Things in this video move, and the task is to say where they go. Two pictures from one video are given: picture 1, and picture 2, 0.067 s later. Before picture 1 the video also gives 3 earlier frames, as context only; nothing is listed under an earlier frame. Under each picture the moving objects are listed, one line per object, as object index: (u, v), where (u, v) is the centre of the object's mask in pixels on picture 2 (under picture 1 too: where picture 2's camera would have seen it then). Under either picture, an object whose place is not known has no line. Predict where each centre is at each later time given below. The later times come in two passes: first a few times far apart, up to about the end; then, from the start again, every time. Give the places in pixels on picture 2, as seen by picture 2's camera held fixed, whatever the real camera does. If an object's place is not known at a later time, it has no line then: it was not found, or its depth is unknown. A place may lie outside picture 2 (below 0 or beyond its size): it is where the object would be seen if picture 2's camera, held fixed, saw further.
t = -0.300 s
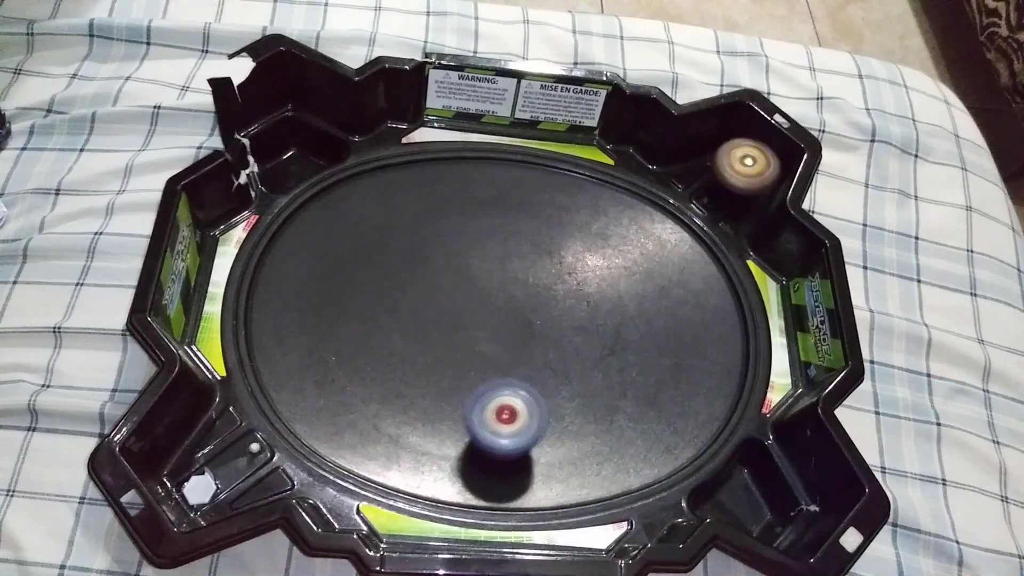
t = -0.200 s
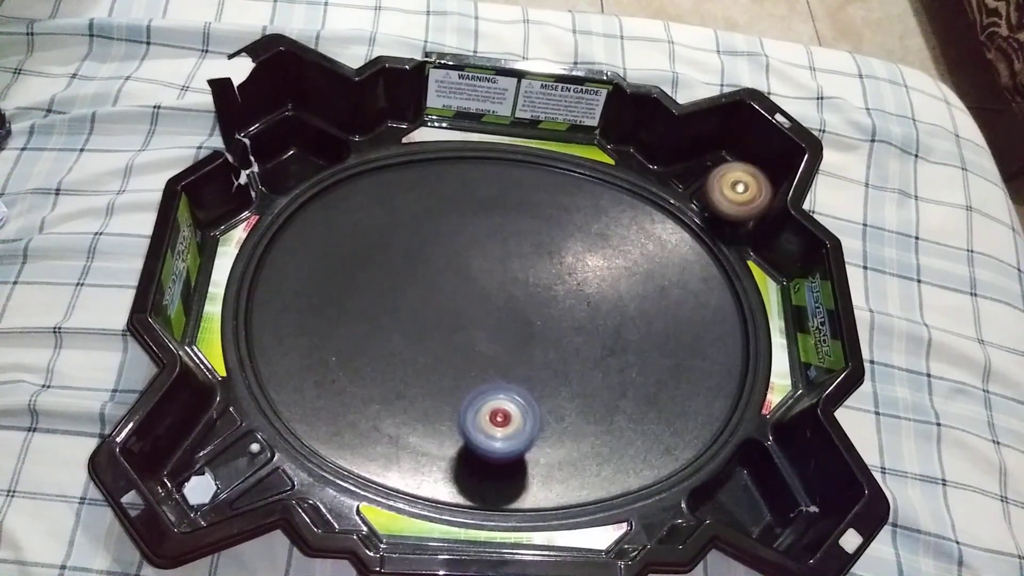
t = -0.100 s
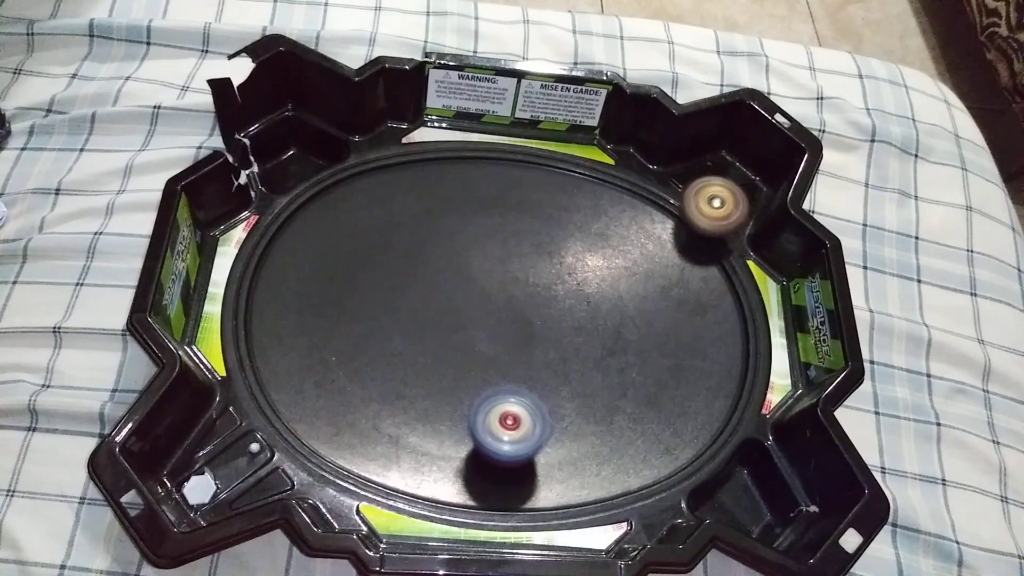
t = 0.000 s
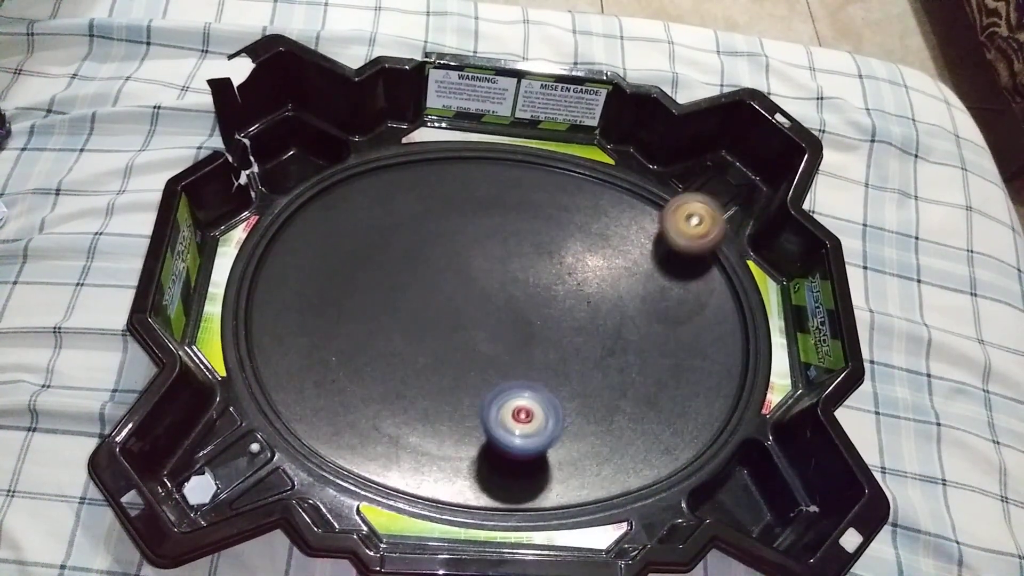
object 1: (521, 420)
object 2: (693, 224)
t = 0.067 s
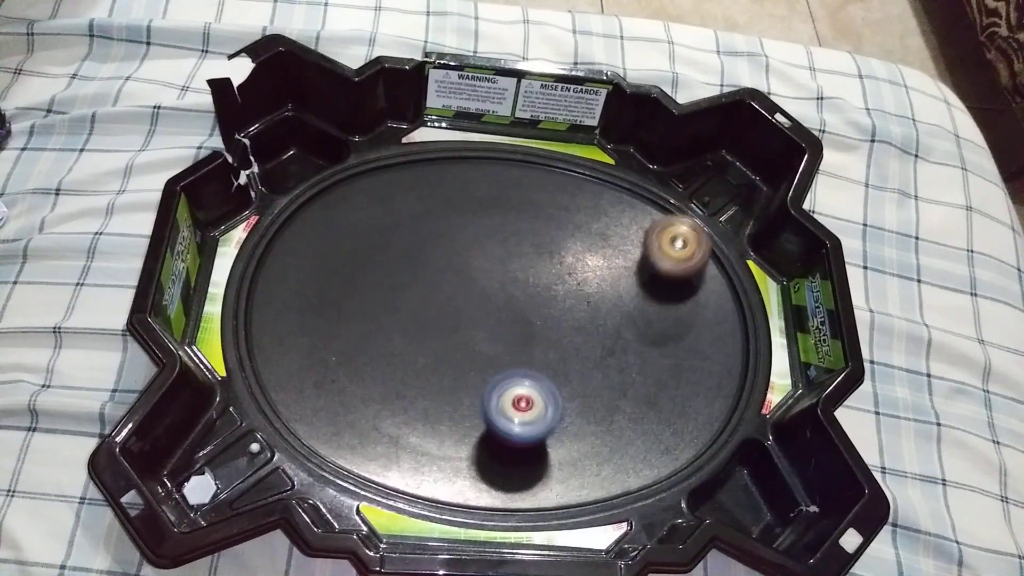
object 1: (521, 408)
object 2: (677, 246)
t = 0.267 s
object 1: (488, 368)
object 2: (623, 333)
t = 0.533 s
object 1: (395, 331)
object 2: (465, 369)
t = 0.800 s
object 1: (226, 247)
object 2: (589, 505)
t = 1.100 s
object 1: (218, 290)
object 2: (581, 515)
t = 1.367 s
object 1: (234, 292)
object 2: (532, 504)
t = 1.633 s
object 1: (352, 382)
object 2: (431, 412)
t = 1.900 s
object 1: (371, 362)
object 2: (603, 368)
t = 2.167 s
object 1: (495, 346)
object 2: (647, 362)
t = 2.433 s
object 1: (535, 281)
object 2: (626, 344)
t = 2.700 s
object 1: (512, 249)
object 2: (582, 301)
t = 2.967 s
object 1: (478, 274)
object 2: (550, 262)
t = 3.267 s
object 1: (480, 322)
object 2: (514, 258)
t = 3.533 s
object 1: (488, 365)
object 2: (458, 278)
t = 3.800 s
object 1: (521, 388)
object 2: (432, 297)
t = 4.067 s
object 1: (538, 372)
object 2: (419, 326)
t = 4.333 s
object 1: (512, 337)
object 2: (418, 349)
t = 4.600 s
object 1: (483, 289)
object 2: (404, 375)
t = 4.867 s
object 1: (459, 274)
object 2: (414, 380)
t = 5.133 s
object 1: (442, 288)
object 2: (447, 373)
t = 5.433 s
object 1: (454, 302)
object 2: (516, 349)
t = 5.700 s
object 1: (476, 308)
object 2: (576, 323)
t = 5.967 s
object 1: (493, 313)
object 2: (590, 318)
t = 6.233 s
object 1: (497, 337)
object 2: (583, 312)
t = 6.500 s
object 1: (509, 357)
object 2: (556, 310)
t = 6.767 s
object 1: (510, 379)
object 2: (505, 304)
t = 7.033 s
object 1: (504, 376)
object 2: (446, 310)
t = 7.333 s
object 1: (485, 348)
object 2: (421, 314)
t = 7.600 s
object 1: (486, 333)
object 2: (408, 320)
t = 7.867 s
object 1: (489, 320)
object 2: (400, 333)
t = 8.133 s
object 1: (498, 321)
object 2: (415, 342)
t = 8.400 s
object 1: (538, 324)
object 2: (436, 350)
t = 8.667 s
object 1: (566, 316)
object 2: (477, 345)
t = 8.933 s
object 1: (583, 299)
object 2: (494, 342)
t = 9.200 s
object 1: (570, 290)
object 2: (500, 345)
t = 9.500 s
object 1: (540, 289)
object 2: (478, 350)
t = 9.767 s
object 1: (534, 320)
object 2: (447, 356)
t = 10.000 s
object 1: (538, 333)
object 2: (434, 354)
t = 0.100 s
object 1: (518, 402)
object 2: (670, 261)
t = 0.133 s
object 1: (514, 395)
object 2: (663, 277)
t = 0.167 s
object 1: (509, 388)
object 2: (655, 293)
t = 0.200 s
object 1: (504, 381)
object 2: (647, 307)
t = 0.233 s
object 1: (497, 375)
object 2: (636, 320)
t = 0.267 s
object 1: (488, 368)
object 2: (623, 333)
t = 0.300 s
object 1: (478, 361)
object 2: (607, 345)
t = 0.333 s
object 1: (467, 355)
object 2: (589, 355)
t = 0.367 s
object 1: (455, 349)
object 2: (569, 363)
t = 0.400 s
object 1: (443, 344)
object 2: (549, 367)
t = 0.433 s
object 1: (431, 339)
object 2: (527, 371)
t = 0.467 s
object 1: (418, 335)
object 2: (506, 372)
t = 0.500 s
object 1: (406, 333)
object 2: (485, 371)
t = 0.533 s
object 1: (395, 331)
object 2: (465, 369)
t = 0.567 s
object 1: (356, 305)
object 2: (485, 397)
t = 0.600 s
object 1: (316, 275)
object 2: (510, 426)
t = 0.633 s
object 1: (282, 250)
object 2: (535, 451)
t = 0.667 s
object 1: (255, 229)
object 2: (555, 473)
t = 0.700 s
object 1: (239, 217)
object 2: (569, 487)
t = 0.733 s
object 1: (232, 221)
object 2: (578, 492)
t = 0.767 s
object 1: (229, 236)
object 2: (585, 498)
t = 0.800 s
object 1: (226, 247)
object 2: (589, 505)
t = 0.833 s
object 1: (222, 260)
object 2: (590, 511)
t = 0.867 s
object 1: (220, 272)
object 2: (589, 517)
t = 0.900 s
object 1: (219, 281)
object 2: (588, 515)
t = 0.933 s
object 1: (220, 292)
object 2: (587, 514)
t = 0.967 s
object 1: (220, 298)
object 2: (587, 515)
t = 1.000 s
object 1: (218, 299)
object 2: (586, 517)
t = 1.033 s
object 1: (218, 298)
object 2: (586, 515)
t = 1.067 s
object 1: (217, 294)
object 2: (583, 515)
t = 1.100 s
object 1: (218, 290)
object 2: (581, 515)
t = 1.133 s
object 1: (218, 286)
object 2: (580, 515)
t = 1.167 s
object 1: (219, 283)
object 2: (574, 515)
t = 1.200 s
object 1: (219, 280)
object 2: (568, 514)
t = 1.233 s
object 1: (221, 278)
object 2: (563, 514)
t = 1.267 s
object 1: (223, 279)
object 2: (557, 513)
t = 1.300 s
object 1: (226, 281)
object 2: (551, 512)
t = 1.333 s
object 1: (231, 286)
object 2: (543, 509)
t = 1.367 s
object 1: (234, 292)
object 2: (532, 504)
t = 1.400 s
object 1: (238, 294)
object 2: (525, 500)
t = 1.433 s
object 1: (245, 301)
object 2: (516, 493)
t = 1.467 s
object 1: (257, 311)
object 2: (504, 486)
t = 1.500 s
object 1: (270, 324)
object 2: (490, 473)
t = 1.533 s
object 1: (287, 339)
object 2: (474, 458)
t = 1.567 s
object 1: (305, 355)
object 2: (458, 443)
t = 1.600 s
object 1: (326, 369)
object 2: (443, 428)
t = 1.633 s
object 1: (352, 382)
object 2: (431, 412)
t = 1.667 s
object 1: (345, 378)
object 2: (463, 408)
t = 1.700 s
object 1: (334, 370)
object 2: (496, 404)
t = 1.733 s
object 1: (330, 362)
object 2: (526, 397)
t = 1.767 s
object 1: (332, 356)
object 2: (549, 390)
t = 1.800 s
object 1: (338, 353)
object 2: (568, 383)
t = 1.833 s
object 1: (347, 354)
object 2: (583, 375)
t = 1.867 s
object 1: (358, 357)
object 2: (594, 372)
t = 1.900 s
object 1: (371, 362)
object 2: (603, 368)
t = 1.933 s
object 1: (386, 367)
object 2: (611, 367)
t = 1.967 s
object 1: (403, 370)
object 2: (619, 366)
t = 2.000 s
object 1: (421, 370)
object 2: (626, 365)
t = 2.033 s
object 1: (438, 369)
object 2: (632, 365)
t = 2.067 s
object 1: (454, 365)
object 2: (637, 364)
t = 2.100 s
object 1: (470, 360)
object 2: (642, 363)
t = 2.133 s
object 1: (484, 353)
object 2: (645, 363)
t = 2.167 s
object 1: (495, 346)
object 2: (647, 362)
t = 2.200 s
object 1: (505, 338)
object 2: (647, 361)
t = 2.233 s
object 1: (512, 328)
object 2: (646, 360)
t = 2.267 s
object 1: (518, 320)
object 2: (644, 360)
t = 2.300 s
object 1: (523, 312)
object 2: (642, 358)
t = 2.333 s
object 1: (529, 304)
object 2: (639, 356)
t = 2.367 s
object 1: (534, 295)
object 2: (635, 352)
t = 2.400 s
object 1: (535, 288)
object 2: (631, 349)
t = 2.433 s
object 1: (535, 281)
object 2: (626, 344)
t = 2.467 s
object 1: (534, 274)
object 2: (620, 339)
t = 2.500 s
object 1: (533, 266)
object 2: (614, 334)
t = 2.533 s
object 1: (531, 261)
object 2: (609, 329)
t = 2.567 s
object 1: (528, 257)
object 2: (603, 323)
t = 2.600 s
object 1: (524, 253)
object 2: (598, 318)
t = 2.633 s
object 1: (521, 251)
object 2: (592, 312)
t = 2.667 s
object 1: (517, 249)
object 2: (587, 306)
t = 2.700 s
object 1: (512, 249)
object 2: (582, 301)
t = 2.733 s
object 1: (508, 249)
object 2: (577, 296)
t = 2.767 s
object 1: (504, 250)
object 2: (572, 289)
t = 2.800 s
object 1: (499, 252)
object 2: (567, 283)
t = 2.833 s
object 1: (493, 255)
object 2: (564, 280)
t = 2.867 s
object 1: (490, 259)
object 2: (559, 274)
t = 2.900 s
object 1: (484, 263)
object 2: (556, 269)
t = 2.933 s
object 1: (481, 268)
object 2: (554, 265)
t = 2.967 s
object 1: (478, 274)
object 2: (550, 262)
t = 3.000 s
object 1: (476, 280)
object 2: (547, 259)
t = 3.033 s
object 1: (475, 289)
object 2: (544, 258)
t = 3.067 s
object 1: (474, 295)
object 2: (540, 257)
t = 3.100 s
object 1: (476, 301)
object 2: (537, 256)
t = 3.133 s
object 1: (477, 305)
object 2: (534, 255)
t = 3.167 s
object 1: (479, 309)
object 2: (530, 255)
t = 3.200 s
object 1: (480, 313)
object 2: (526, 255)
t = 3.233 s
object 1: (481, 318)
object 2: (520, 256)
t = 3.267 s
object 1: (480, 322)
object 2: (514, 258)
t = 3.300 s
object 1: (480, 326)
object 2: (509, 259)
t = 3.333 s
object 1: (478, 331)
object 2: (502, 262)
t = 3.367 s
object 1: (479, 335)
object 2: (496, 264)
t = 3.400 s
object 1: (480, 341)
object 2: (488, 267)
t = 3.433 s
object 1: (481, 347)
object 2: (481, 271)
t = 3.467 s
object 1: (483, 354)
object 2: (472, 274)
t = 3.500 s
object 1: (485, 359)
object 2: (464, 277)
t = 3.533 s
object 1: (488, 365)
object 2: (458, 278)
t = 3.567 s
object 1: (492, 370)
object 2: (454, 280)
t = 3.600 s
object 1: (497, 375)
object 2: (450, 282)
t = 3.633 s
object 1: (501, 379)
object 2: (446, 284)
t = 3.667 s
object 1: (505, 382)
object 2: (443, 286)
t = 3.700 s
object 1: (510, 385)
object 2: (439, 289)
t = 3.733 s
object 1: (514, 387)
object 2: (437, 291)
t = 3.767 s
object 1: (518, 388)
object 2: (434, 294)
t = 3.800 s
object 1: (521, 388)
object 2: (432, 297)
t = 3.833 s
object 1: (524, 388)
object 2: (430, 300)
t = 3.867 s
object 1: (526, 387)
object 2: (427, 303)
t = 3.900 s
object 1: (529, 386)
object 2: (426, 306)
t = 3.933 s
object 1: (532, 384)
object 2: (424, 310)
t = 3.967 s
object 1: (535, 382)
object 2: (422, 313)
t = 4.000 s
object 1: (537, 379)
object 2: (421, 318)
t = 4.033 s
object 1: (538, 376)
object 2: (420, 322)
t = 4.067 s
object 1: (538, 372)
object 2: (419, 326)
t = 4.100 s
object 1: (537, 368)
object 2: (418, 329)
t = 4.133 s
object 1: (535, 363)
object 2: (417, 333)
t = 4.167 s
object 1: (533, 359)
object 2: (417, 336)
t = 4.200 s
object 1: (530, 354)
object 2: (417, 339)
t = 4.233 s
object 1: (526, 350)
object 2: (417, 343)
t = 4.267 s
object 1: (522, 346)
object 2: (417, 345)
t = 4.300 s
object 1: (518, 342)
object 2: (418, 347)
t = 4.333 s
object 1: (512, 337)
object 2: (418, 349)
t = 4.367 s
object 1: (505, 333)
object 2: (419, 351)
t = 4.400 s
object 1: (495, 328)
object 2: (420, 353)
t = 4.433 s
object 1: (486, 323)
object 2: (419, 355)
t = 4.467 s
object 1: (488, 314)
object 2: (409, 361)
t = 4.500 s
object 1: (487, 307)
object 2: (405, 365)
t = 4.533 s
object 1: (486, 300)
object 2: (404, 370)
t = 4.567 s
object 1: (485, 294)
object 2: (404, 373)
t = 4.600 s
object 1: (483, 289)
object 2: (404, 375)
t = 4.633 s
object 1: (481, 285)
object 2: (405, 376)
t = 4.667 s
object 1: (476, 281)
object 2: (405, 377)
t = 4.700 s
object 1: (473, 279)
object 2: (406, 377)
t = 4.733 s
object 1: (470, 276)
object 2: (407, 378)
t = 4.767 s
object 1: (467, 275)
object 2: (408, 379)
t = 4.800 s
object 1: (464, 275)
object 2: (409, 379)
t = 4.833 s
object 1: (461, 273)
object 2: (412, 380)
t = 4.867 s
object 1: (459, 274)
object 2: (414, 380)
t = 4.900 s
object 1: (456, 274)
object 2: (417, 380)
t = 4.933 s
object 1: (454, 274)
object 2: (420, 380)
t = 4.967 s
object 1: (450, 274)
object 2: (424, 379)
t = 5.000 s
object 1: (448, 276)
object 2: (427, 378)
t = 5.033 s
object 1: (446, 278)
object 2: (431, 377)
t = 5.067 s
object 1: (444, 281)
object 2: (436, 376)
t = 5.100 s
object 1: (442, 284)
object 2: (441, 374)
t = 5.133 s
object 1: (442, 288)
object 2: (447, 373)
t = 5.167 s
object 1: (442, 291)
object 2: (454, 370)
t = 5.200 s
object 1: (443, 295)
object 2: (460, 366)
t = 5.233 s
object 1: (444, 294)
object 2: (468, 367)
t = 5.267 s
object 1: (446, 295)
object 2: (475, 366)
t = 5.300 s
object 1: (447, 296)
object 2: (481, 363)
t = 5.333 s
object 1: (448, 298)
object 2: (489, 359)
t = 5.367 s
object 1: (450, 299)
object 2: (497, 356)
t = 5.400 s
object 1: (452, 301)
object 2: (506, 353)
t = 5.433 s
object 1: (454, 302)
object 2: (516, 349)
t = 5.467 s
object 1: (457, 304)
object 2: (526, 345)
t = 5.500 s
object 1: (460, 306)
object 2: (535, 341)
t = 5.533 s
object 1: (462, 308)
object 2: (544, 337)
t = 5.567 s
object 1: (465, 309)
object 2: (552, 334)
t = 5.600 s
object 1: (469, 309)
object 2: (559, 331)
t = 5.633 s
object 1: (471, 309)
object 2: (565, 328)
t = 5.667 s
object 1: (473, 309)
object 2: (571, 326)
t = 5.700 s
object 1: (476, 308)
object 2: (576, 323)
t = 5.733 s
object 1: (478, 307)
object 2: (580, 322)
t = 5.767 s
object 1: (481, 307)
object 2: (583, 321)
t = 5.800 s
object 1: (483, 307)
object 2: (586, 320)
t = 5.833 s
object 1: (486, 308)
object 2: (587, 320)
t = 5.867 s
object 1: (488, 309)
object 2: (588, 319)
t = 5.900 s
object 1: (490, 310)
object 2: (589, 319)
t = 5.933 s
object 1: (491, 311)
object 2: (590, 319)
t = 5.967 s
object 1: (493, 313)
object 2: (590, 318)
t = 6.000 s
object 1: (495, 315)
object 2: (590, 318)
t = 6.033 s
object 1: (496, 317)
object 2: (590, 317)
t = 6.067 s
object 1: (497, 320)
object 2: (590, 317)
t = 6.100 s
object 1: (497, 323)
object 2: (589, 316)
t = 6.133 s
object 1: (498, 326)
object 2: (588, 315)
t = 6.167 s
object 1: (498, 329)
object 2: (587, 314)
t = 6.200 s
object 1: (497, 333)
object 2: (585, 313)
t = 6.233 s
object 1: (497, 337)
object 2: (583, 312)
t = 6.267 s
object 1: (498, 340)
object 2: (581, 312)
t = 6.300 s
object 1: (500, 343)
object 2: (578, 311)
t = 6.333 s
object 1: (502, 346)
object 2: (575, 311)
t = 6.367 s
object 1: (504, 349)
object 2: (571, 311)
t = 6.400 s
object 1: (506, 351)
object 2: (567, 310)
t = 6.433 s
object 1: (507, 353)
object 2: (564, 310)
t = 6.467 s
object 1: (509, 354)
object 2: (560, 310)
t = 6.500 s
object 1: (509, 357)
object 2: (556, 310)
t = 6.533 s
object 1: (509, 361)
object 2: (553, 309)
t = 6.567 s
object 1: (510, 364)
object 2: (548, 308)
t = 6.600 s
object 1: (510, 366)
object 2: (543, 309)
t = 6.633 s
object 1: (511, 369)
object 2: (538, 309)
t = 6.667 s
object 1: (510, 372)
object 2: (532, 308)
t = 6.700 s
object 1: (510, 375)
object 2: (525, 306)
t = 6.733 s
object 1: (510, 377)
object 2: (514, 306)
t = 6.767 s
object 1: (510, 379)
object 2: (505, 304)
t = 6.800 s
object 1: (511, 380)
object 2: (494, 305)
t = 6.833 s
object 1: (511, 381)
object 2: (484, 306)
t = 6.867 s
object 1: (510, 381)
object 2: (474, 307)
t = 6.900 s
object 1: (510, 381)
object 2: (465, 309)
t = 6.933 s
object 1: (509, 380)
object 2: (459, 309)
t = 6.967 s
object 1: (507, 380)
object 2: (454, 309)
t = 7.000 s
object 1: (506, 378)
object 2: (450, 310)
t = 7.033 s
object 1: (504, 376)
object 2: (446, 310)
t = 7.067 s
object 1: (502, 374)
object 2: (443, 311)
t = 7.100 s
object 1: (499, 371)
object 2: (440, 312)
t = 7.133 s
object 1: (496, 367)
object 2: (438, 312)
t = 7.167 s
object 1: (492, 363)
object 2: (436, 313)
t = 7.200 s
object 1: (488, 359)
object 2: (434, 312)
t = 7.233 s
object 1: (487, 356)
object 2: (430, 312)
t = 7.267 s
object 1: (487, 353)
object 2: (426, 312)
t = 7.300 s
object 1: (486, 350)
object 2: (424, 313)
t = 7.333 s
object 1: (485, 348)
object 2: (421, 314)
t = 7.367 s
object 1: (486, 348)
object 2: (417, 313)
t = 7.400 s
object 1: (486, 346)
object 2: (414, 314)
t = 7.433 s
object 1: (487, 344)
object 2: (413, 315)
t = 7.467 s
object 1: (487, 342)
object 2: (411, 316)
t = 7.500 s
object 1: (488, 341)
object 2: (410, 317)
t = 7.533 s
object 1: (488, 338)
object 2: (410, 318)
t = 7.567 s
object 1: (488, 336)
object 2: (409, 319)
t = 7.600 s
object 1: (486, 333)
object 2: (408, 320)
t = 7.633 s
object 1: (485, 331)
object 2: (408, 322)
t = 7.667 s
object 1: (484, 328)
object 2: (407, 323)
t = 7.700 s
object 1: (486, 326)
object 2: (402, 325)
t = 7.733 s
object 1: (486, 325)
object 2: (400, 327)
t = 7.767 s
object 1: (487, 323)
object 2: (399, 328)
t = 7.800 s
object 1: (487, 322)
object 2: (399, 330)
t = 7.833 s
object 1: (489, 321)
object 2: (400, 331)
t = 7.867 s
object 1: (489, 320)
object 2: (400, 333)
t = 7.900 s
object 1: (491, 318)
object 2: (401, 333)
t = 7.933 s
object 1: (492, 318)
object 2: (402, 335)
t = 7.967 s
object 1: (493, 318)
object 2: (403, 336)
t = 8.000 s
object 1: (494, 318)
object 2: (405, 338)
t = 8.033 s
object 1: (496, 318)
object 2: (407, 339)
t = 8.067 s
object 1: (497, 319)
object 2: (409, 340)
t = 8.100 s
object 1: (498, 320)
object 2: (412, 341)
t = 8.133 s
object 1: (498, 321)
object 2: (415, 342)
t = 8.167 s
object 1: (498, 321)
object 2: (419, 343)
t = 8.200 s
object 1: (498, 323)
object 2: (423, 344)
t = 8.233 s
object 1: (503, 325)
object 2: (423, 347)
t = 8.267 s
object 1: (512, 324)
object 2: (421, 348)
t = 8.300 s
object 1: (520, 323)
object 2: (423, 349)
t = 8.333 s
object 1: (527, 323)
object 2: (428, 350)
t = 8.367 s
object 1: (532, 323)
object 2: (431, 350)
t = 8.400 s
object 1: (538, 324)
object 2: (436, 350)
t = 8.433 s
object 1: (543, 324)
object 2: (441, 351)
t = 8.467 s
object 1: (549, 324)
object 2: (446, 350)
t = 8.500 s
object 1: (554, 323)
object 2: (451, 350)
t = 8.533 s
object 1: (558, 321)
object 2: (456, 350)
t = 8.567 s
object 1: (560, 320)
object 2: (461, 349)
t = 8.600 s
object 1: (563, 319)
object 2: (465, 348)
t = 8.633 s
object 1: (565, 317)
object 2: (471, 347)
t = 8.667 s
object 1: (566, 316)
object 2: (477, 345)
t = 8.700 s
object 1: (566, 316)
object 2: (483, 344)
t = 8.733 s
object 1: (567, 315)
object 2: (489, 342)
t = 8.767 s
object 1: (566, 314)
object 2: (496, 341)
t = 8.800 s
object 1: (571, 312)
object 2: (496, 341)
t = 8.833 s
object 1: (576, 309)
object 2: (492, 344)
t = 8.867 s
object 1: (579, 305)
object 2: (492, 345)
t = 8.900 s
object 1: (582, 302)
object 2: (493, 343)
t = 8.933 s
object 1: (583, 299)
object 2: (494, 342)
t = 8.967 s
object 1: (583, 297)
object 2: (496, 341)
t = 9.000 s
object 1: (582, 295)
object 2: (497, 340)
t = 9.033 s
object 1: (579, 294)
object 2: (498, 339)
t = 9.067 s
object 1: (577, 294)
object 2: (500, 339)
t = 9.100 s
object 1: (573, 294)
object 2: (503, 338)
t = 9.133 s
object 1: (569, 294)
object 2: (505, 338)
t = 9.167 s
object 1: (567, 296)
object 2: (505, 339)
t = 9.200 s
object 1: (570, 290)
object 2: (500, 345)
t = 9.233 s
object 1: (569, 287)
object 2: (497, 346)
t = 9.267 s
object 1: (567, 285)
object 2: (495, 346)
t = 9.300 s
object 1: (565, 283)
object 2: (493, 347)
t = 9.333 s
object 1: (562, 282)
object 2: (490, 347)
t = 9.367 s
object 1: (558, 282)
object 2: (487, 347)
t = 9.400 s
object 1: (554, 282)
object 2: (486, 348)
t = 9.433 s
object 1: (549, 285)
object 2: (483, 349)
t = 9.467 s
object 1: (545, 287)
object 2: (481, 349)
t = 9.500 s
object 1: (540, 289)
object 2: (478, 350)
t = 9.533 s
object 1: (536, 294)
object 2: (476, 350)
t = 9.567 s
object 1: (531, 298)
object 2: (474, 350)
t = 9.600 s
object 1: (527, 303)
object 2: (472, 350)
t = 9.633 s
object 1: (528, 308)
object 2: (466, 353)
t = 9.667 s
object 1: (531, 311)
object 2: (459, 353)
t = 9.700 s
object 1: (533, 314)
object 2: (454, 354)
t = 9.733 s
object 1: (534, 317)
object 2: (451, 355)
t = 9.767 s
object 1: (534, 320)
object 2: (447, 356)
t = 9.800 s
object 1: (535, 325)
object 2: (444, 356)
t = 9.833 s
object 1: (535, 328)
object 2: (442, 356)
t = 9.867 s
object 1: (536, 330)
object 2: (441, 356)
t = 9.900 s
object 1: (536, 331)
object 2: (439, 355)
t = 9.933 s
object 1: (537, 332)
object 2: (437, 355)
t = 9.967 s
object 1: (538, 332)
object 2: (436, 355)
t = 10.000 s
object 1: (538, 333)
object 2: (434, 354)
